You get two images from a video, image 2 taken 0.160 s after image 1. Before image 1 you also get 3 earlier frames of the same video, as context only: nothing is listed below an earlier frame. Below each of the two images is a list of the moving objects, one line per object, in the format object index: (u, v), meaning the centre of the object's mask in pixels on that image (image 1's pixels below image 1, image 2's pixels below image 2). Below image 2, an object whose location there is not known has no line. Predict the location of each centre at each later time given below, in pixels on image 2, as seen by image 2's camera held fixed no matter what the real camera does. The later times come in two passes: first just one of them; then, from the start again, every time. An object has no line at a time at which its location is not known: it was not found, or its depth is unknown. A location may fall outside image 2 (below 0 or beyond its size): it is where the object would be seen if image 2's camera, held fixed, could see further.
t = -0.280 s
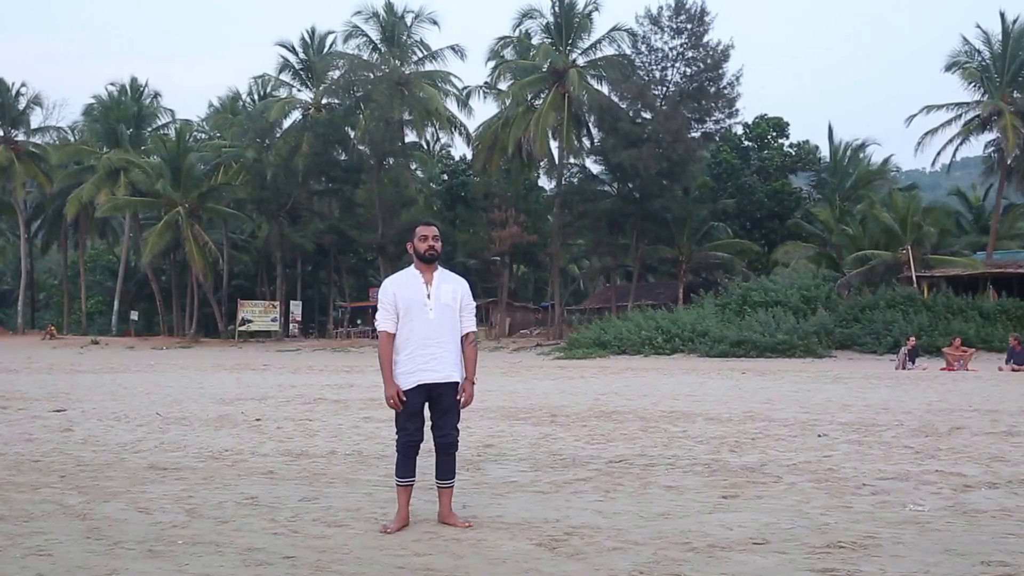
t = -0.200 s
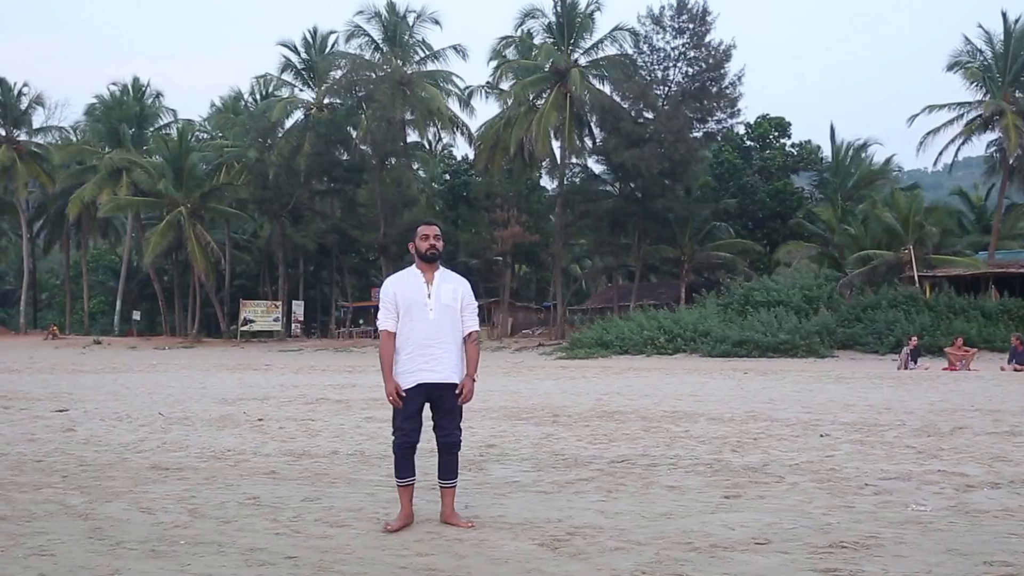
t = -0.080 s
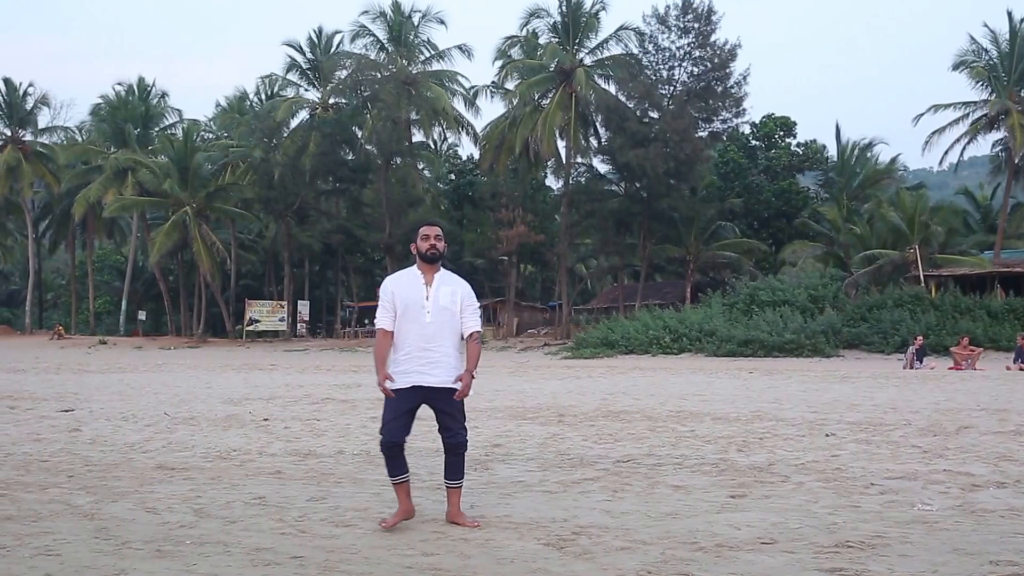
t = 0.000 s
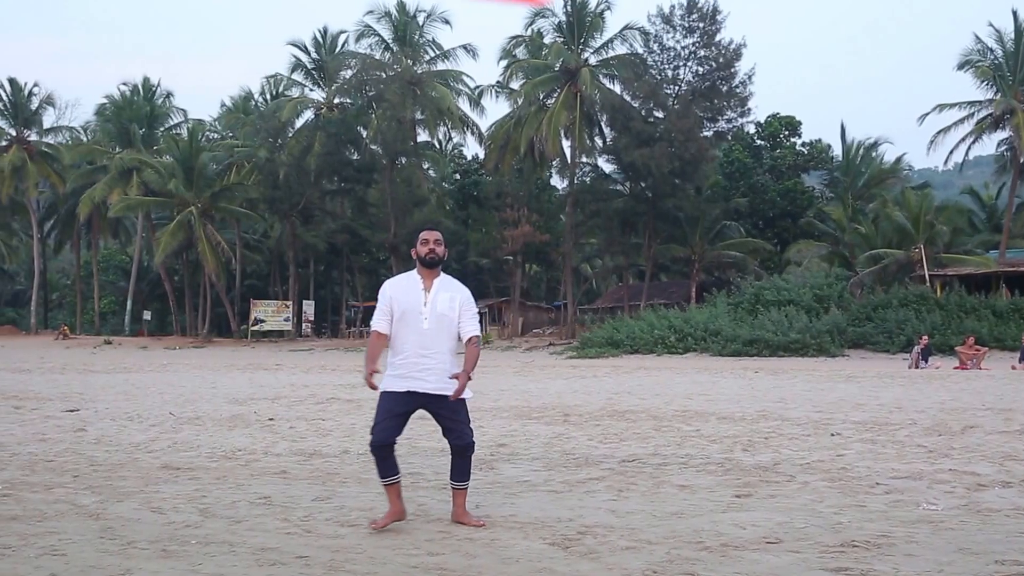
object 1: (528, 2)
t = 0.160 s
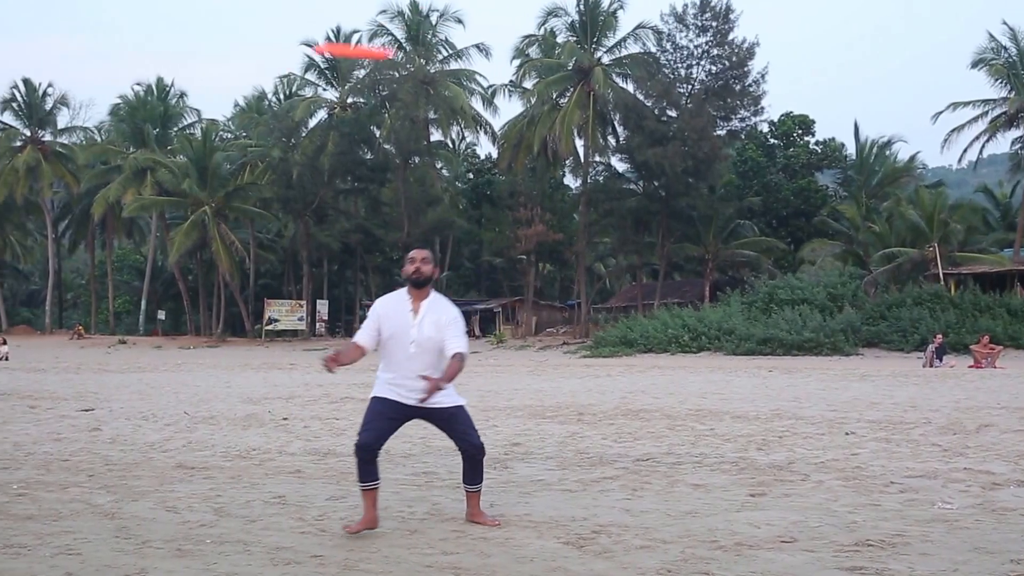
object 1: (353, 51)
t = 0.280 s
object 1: (261, 91)
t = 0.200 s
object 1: (326, 66)
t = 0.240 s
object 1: (293, 78)
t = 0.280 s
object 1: (261, 91)
